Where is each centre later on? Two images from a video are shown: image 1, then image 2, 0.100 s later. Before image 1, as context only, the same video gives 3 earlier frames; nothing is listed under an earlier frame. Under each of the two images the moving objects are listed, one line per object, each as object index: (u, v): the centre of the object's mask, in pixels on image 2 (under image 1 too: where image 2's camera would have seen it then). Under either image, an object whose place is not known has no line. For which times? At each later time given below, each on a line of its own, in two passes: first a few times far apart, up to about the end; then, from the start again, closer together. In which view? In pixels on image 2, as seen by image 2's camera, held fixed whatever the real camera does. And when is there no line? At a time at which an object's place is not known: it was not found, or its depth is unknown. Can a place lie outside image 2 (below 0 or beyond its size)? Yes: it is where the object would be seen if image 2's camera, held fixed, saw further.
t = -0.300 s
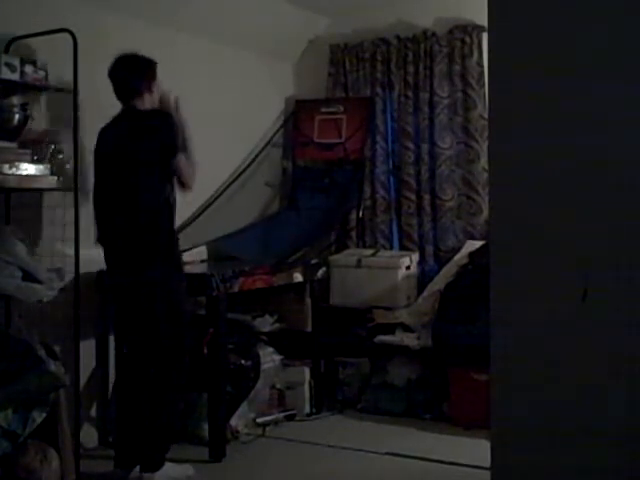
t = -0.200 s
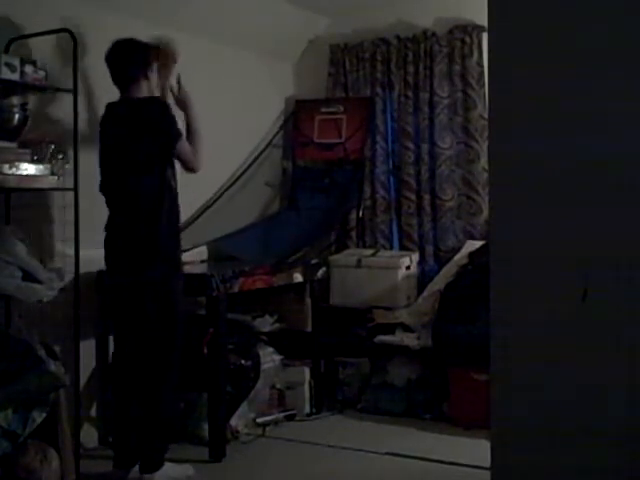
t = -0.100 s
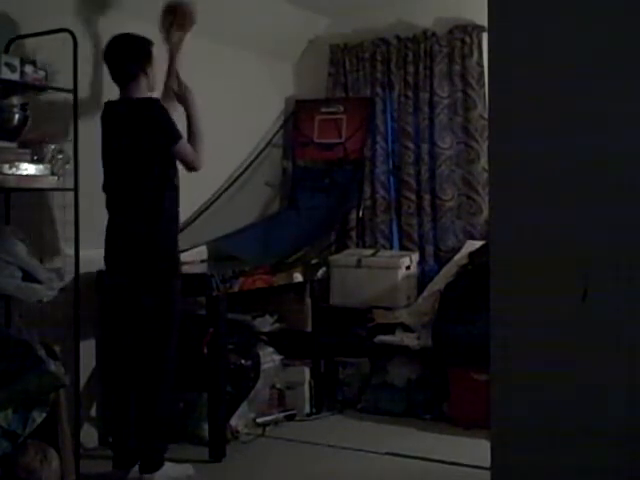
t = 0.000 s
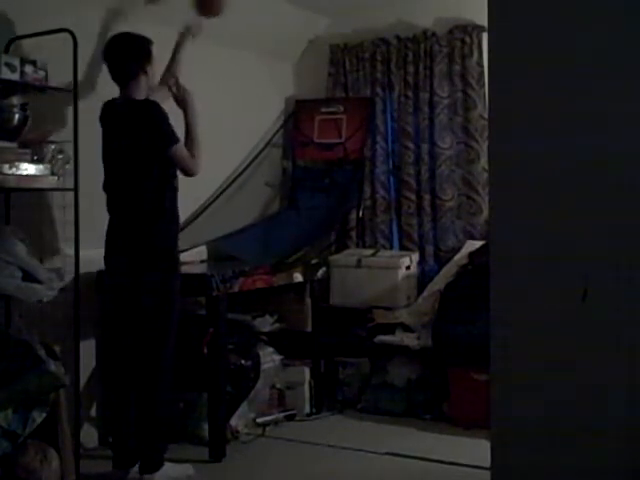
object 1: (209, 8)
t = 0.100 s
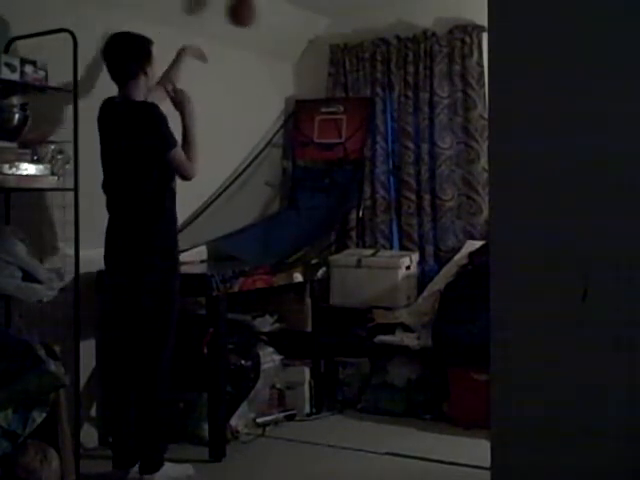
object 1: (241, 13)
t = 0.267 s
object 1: (287, 65)
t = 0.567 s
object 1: (311, 135)
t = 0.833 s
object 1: (303, 132)
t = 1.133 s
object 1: (329, 164)
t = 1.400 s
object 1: (327, 207)
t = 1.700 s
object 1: (282, 242)
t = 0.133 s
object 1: (251, 18)
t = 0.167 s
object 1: (261, 28)
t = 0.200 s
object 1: (270, 38)
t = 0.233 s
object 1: (279, 50)
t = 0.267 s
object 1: (287, 65)
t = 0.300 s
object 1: (296, 81)
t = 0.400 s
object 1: (319, 133)
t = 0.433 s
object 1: (322, 138)
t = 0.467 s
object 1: (317, 140)
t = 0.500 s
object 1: (319, 138)
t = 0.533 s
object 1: (314, 137)
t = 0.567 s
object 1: (311, 135)
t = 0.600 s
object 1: (311, 134)
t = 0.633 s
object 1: (306, 133)
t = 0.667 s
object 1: (306, 133)
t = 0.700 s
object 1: (305, 132)
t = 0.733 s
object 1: (304, 133)
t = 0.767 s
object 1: (302, 133)
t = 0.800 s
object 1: (302, 133)
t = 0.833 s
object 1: (303, 132)
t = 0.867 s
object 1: (303, 134)
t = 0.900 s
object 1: (305, 134)
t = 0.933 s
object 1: (309, 135)
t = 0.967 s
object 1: (313, 140)
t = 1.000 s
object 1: (323, 151)
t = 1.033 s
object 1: (326, 155)
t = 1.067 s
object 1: (327, 159)
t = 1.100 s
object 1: (328, 163)
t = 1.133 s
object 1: (329, 164)
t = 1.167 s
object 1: (330, 174)
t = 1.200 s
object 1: (331, 178)
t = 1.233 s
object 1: (331, 185)
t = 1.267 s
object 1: (331, 189)
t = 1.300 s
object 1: (330, 195)
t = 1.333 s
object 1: (330, 198)
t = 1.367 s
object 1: (329, 203)
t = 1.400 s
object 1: (327, 207)
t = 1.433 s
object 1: (324, 212)
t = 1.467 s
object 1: (319, 217)
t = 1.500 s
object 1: (314, 220)
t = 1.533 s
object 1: (309, 224)
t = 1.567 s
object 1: (304, 229)
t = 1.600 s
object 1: (299, 232)
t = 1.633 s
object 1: (293, 236)
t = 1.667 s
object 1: (287, 240)
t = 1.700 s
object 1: (282, 242)
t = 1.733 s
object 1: (277, 242)
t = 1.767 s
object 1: (270, 243)
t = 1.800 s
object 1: (266, 245)
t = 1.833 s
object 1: (262, 246)
